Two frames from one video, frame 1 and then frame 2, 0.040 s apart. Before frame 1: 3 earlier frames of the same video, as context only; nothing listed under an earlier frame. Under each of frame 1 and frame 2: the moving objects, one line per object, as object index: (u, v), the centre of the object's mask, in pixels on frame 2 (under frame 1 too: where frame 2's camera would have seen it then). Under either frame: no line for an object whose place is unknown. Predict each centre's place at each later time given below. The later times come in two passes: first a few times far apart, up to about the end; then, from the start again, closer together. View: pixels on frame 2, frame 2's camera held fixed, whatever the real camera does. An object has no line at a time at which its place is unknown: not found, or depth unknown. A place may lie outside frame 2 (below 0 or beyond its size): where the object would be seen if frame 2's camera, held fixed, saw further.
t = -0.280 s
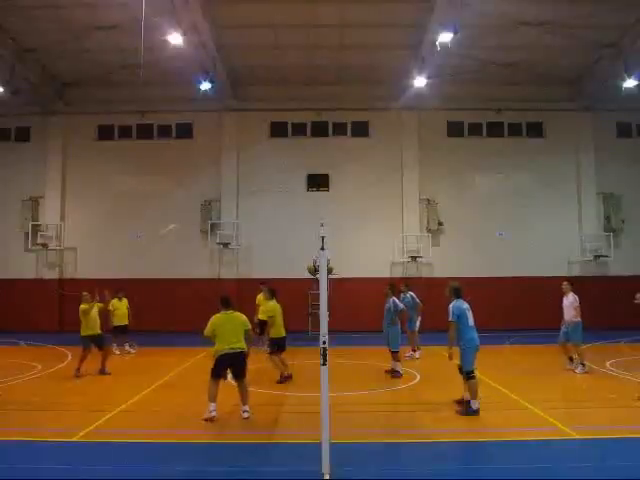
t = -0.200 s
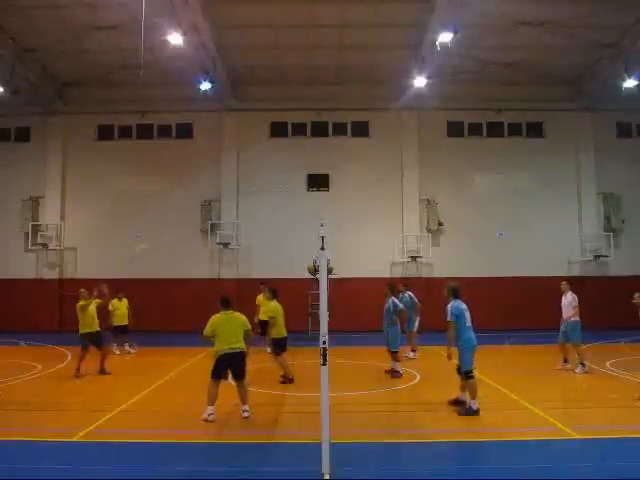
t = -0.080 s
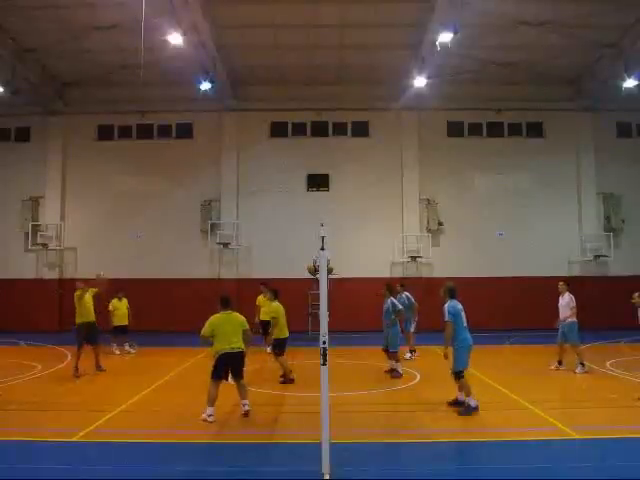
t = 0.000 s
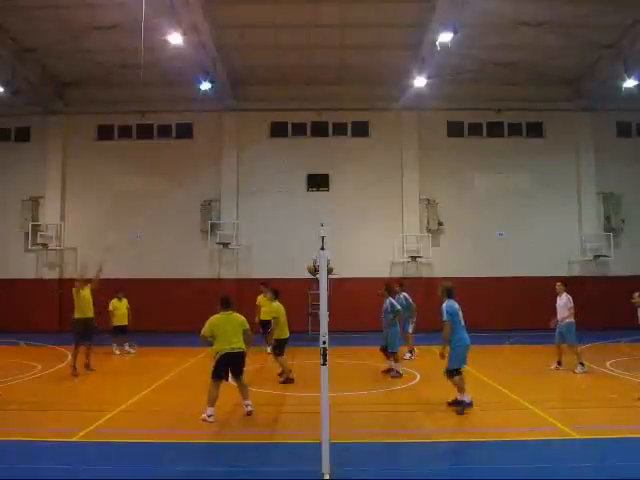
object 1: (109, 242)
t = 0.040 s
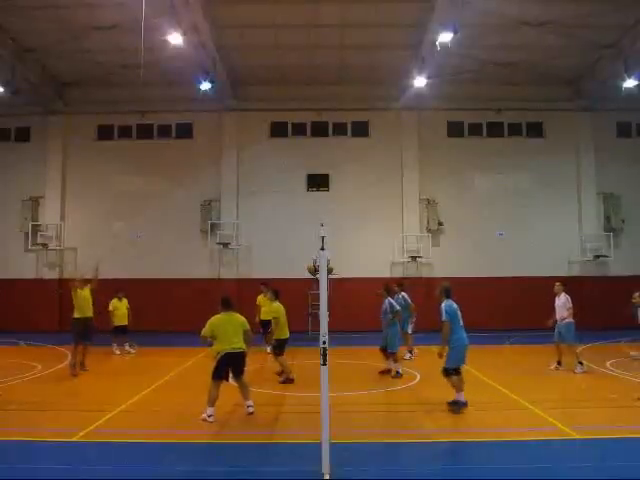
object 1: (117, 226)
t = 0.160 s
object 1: (131, 194)
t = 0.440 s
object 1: (166, 142)
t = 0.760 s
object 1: (207, 132)
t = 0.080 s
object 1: (121, 215)
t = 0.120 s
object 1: (126, 204)
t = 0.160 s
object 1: (131, 194)
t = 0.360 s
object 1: (156, 152)
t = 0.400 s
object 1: (161, 147)
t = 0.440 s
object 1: (166, 142)
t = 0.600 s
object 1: (186, 131)
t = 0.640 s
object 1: (191, 130)
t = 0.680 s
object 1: (197, 130)
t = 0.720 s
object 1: (201, 130)
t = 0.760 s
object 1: (207, 132)
